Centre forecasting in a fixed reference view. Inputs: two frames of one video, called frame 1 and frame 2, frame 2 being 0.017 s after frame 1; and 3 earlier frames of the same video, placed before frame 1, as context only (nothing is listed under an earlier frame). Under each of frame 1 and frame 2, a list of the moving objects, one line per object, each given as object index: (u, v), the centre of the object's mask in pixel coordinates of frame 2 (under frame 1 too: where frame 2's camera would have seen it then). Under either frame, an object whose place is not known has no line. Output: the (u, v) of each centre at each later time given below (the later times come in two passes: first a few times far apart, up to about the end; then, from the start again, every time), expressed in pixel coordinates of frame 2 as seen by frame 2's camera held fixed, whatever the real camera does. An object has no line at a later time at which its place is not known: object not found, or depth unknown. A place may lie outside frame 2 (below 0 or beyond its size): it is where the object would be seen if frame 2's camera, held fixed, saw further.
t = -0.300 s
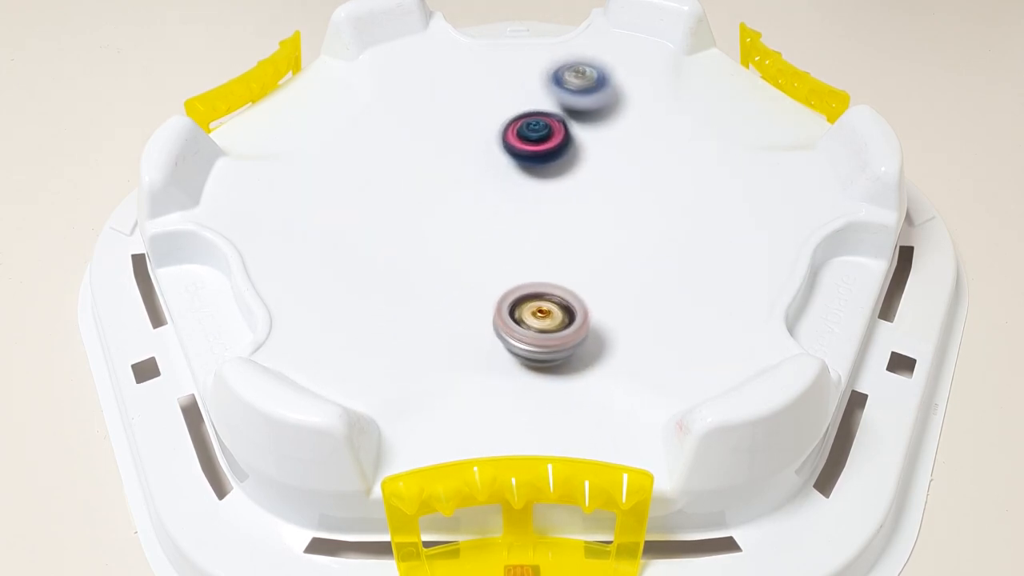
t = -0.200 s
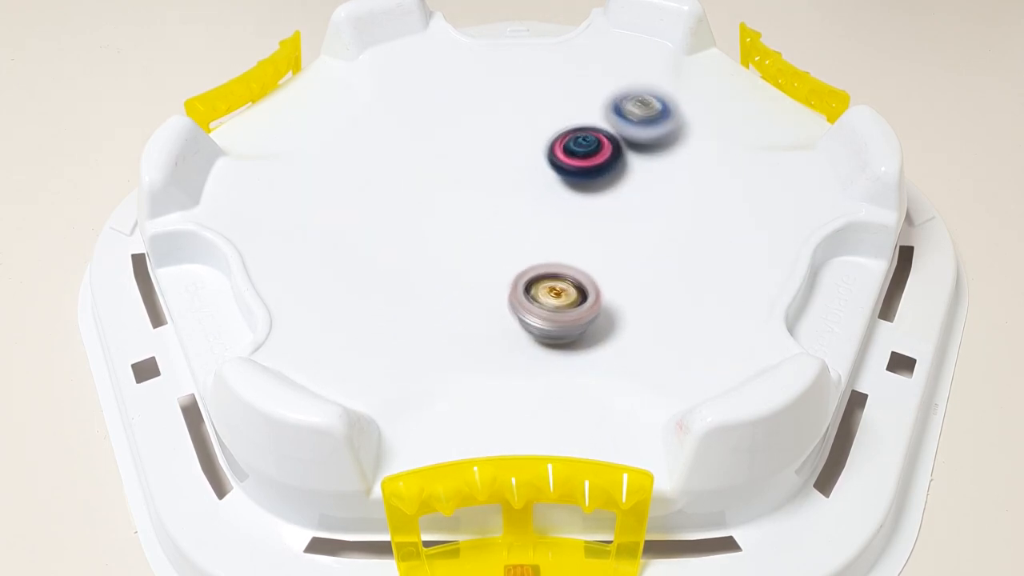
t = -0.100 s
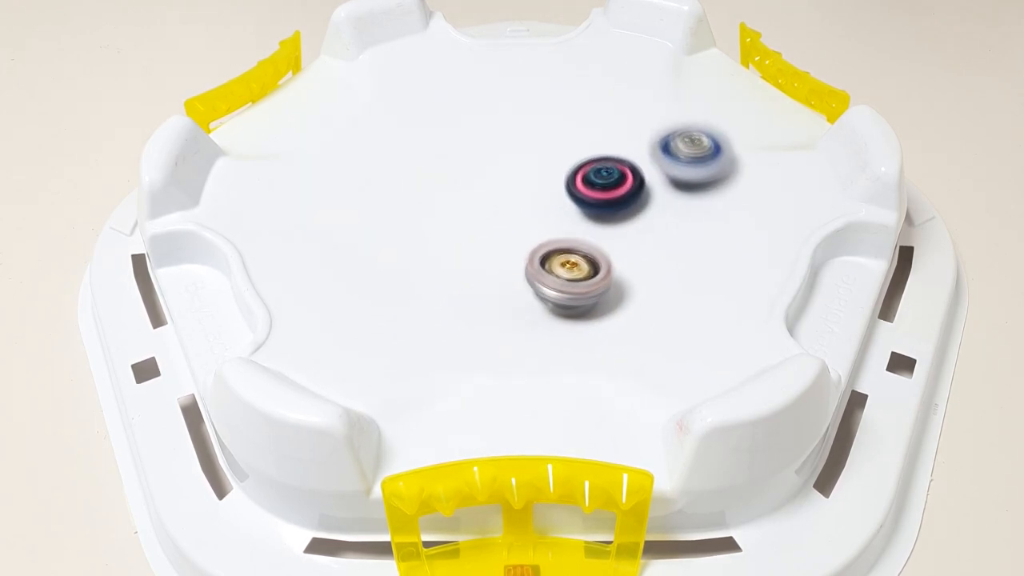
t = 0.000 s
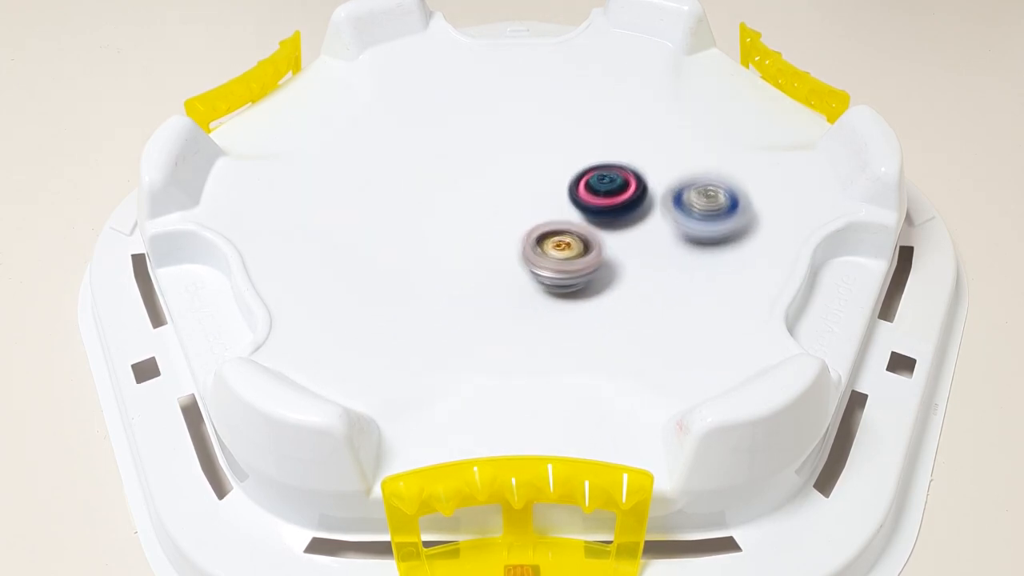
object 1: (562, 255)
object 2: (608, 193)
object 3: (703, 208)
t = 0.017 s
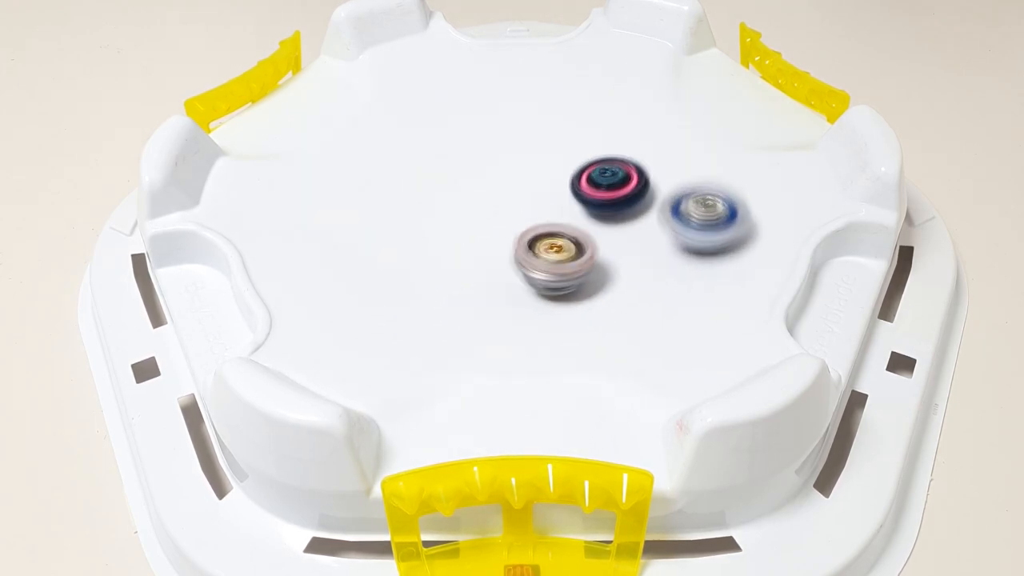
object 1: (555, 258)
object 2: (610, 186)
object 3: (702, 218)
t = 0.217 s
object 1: (510, 247)
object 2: (609, 170)
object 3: (593, 316)
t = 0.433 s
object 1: (507, 228)
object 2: (588, 196)
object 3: (397, 287)
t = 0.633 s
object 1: (469, 226)
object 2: (576, 190)
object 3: (351, 177)
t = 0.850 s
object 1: (475, 220)
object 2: (555, 192)
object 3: (461, 100)
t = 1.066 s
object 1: (479, 219)
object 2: (541, 183)
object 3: (611, 107)
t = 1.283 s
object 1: (482, 224)
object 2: (538, 174)
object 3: (690, 196)
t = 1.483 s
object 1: (498, 219)
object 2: (530, 172)
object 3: (600, 294)
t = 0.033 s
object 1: (548, 260)
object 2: (612, 181)
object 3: (698, 228)
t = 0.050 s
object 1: (541, 261)
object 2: (612, 176)
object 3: (694, 238)
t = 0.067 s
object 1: (534, 261)
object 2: (613, 172)
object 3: (688, 247)
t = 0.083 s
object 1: (529, 261)
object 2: (613, 169)
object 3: (684, 257)
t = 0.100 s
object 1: (524, 260)
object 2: (612, 166)
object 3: (676, 266)
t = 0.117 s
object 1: (520, 259)
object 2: (612, 164)
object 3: (667, 275)
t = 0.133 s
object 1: (517, 257)
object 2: (612, 165)
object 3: (657, 282)
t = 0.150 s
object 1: (514, 255)
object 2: (611, 165)
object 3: (646, 290)
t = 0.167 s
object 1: (512, 253)
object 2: (610, 165)
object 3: (634, 298)
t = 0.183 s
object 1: (511, 251)
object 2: (610, 167)
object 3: (621, 304)
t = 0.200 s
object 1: (510, 249)
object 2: (610, 169)
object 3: (608, 310)
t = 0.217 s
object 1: (510, 247)
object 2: (609, 170)
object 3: (593, 316)
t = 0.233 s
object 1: (510, 245)
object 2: (609, 172)
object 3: (577, 321)
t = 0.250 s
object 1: (510, 244)
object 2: (608, 175)
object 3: (562, 325)
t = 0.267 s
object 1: (510, 242)
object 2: (607, 177)
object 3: (544, 327)
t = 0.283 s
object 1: (510, 240)
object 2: (607, 180)
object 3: (528, 327)
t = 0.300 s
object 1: (510, 238)
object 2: (605, 182)
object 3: (511, 327)
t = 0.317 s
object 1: (510, 236)
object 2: (604, 184)
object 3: (495, 325)
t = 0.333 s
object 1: (510, 235)
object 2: (602, 186)
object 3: (479, 322)
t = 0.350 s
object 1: (510, 234)
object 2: (600, 188)
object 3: (464, 318)
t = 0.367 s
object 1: (509, 232)
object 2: (598, 190)
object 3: (449, 314)
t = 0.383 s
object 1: (509, 231)
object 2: (596, 191)
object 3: (434, 308)
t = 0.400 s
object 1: (508, 230)
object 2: (593, 193)
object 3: (421, 302)
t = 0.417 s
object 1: (508, 229)
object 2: (591, 195)
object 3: (409, 295)
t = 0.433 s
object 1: (507, 228)
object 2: (588, 196)
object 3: (397, 287)
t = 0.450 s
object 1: (506, 227)
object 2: (585, 197)
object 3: (384, 280)
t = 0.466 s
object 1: (505, 226)
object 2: (582, 198)
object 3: (377, 271)
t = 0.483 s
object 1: (505, 224)
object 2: (578, 199)
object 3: (369, 261)
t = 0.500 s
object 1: (504, 223)
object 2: (576, 199)
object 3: (362, 253)
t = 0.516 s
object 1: (501, 223)
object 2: (574, 199)
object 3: (357, 243)
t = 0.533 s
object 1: (492, 224)
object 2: (576, 196)
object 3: (353, 234)
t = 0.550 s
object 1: (485, 225)
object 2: (577, 194)
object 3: (349, 224)
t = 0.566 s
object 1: (480, 225)
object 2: (578, 192)
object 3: (347, 214)
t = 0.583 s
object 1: (475, 226)
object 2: (578, 192)
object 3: (345, 206)
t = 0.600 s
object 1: (472, 226)
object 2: (578, 191)
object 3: (345, 197)
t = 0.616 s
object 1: (470, 226)
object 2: (577, 191)
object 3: (348, 187)
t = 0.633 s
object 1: (469, 226)
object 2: (576, 190)
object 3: (351, 177)
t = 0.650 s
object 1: (468, 226)
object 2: (575, 190)
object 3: (353, 170)
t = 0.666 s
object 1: (468, 226)
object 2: (573, 190)
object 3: (359, 160)
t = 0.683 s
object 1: (468, 225)
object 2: (572, 190)
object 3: (366, 152)
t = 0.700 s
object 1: (468, 225)
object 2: (570, 190)
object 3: (372, 145)
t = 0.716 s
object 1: (468, 225)
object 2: (569, 190)
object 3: (379, 138)
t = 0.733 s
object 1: (468, 224)
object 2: (567, 190)
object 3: (386, 133)
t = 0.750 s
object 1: (469, 223)
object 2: (565, 191)
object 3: (395, 127)
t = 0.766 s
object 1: (470, 223)
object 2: (564, 191)
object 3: (405, 121)
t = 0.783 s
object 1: (471, 222)
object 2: (562, 191)
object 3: (415, 115)
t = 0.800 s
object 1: (471, 222)
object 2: (560, 191)
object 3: (426, 110)
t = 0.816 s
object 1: (472, 221)
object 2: (558, 192)
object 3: (436, 106)
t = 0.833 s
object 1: (473, 221)
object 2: (557, 192)
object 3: (447, 103)
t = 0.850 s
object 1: (475, 220)
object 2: (555, 192)
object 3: (461, 100)
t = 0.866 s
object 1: (476, 220)
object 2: (553, 193)
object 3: (472, 96)
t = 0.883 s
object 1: (477, 219)
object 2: (552, 194)
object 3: (484, 95)
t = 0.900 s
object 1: (478, 219)
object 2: (550, 194)
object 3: (496, 94)
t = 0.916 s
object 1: (480, 218)
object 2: (549, 193)
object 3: (508, 92)
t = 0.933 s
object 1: (481, 218)
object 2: (548, 192)
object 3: (521, 91)
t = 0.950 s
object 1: (481, 218)
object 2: (547, 191)
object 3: (532, 91)
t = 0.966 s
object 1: (480, 218)
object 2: (546, 190)
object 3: (544, 92)
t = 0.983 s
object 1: (480, 218)
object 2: (546, 189)
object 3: (555, 93)
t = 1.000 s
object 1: (480, 218)
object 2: (545, 188)
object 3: (567, 95)
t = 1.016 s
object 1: (481, 218)
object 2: (544, 187)
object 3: (578, 96)
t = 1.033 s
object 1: (481, 218)
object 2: (543, 186)
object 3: (591, 98)
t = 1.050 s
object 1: (481, 218)
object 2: (542, 185)
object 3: (601, 103)
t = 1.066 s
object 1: (479, 219)
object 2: (541, 183)
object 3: (611, 107)
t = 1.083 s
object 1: (477, 221)
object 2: (541, 181)
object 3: (622, 111)
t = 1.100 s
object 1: (476, 222)
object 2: (541, 178)
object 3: (632, 115)
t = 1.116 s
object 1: (476, 223)
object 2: (541, 177)
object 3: (641, 121)
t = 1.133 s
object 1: (475, 223)
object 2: (541, 176)
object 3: (650, 126)
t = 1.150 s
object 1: (475, 224)
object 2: (541, 175)
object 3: (658, 132)
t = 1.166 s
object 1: (476, 224)
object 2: (541, 174)
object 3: (665, 140)
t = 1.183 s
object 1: (476, 224)
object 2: (540, 174)
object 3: (671, 147)
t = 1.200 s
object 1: (477, 224)
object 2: (540, 174)
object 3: (676, 154)
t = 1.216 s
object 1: (477, 225)
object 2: (539, 174)
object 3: (680, 162)
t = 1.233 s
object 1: (478, 225)
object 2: (539, 174)
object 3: (683, 170)
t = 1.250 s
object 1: (479, 224)
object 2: (538, 174)
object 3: (688, 178)
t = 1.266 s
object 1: (481, 224)
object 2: (538, 174)
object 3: (689, 187)
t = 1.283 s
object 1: (482, 224)
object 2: (538, 174)
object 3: (690, 196)
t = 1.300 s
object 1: (484, 224)
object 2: (537, 174)
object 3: (689, 205)
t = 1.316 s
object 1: (485, 224)
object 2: (537, 174)
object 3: (686, 214)
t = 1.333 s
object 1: (486, 224)
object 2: (537, 174)
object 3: (683, 223)
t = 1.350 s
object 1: (488, 223)
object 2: (536, 174)
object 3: (678, 232)
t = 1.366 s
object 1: (489, 223)
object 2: (536, 174)
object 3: (672, 241)
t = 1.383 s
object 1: (491, 223)
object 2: (536, 174)
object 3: (665, 250)
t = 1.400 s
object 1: (493, 222)
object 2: (535, 174)
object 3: (657, 259)
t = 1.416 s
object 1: (494, 222)
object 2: (534, 174)
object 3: (647, 267)
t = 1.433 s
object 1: (496, 221)
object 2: (534, 173)
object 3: (636, 274)
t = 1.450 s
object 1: (497, 220)
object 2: (533, 173)
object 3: (625, 281)
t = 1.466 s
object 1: (498, 220)
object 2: (531, 173)
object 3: (613, 288)
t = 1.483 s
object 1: (498, 219)
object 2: (530, 172)
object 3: (600, 294)
